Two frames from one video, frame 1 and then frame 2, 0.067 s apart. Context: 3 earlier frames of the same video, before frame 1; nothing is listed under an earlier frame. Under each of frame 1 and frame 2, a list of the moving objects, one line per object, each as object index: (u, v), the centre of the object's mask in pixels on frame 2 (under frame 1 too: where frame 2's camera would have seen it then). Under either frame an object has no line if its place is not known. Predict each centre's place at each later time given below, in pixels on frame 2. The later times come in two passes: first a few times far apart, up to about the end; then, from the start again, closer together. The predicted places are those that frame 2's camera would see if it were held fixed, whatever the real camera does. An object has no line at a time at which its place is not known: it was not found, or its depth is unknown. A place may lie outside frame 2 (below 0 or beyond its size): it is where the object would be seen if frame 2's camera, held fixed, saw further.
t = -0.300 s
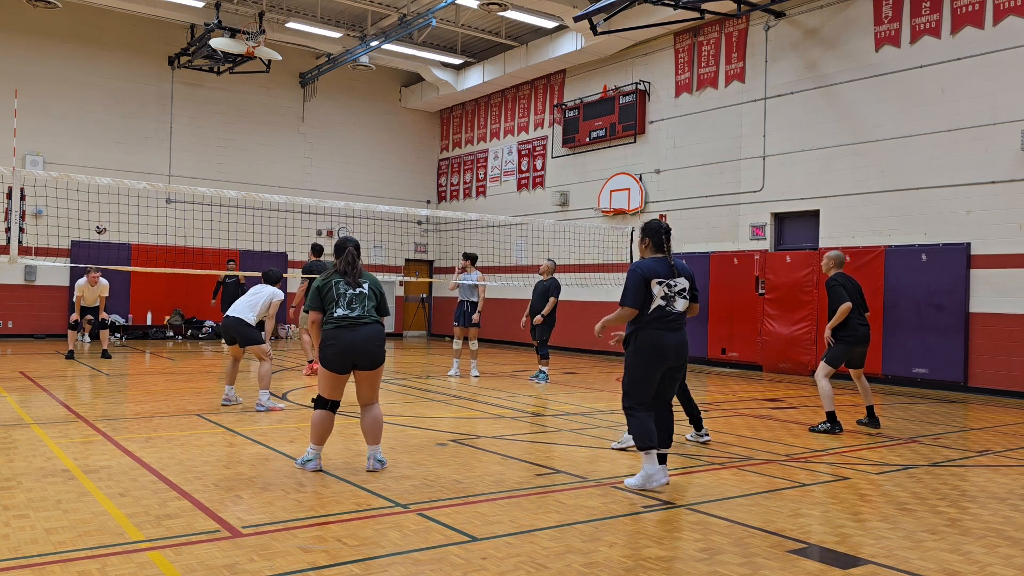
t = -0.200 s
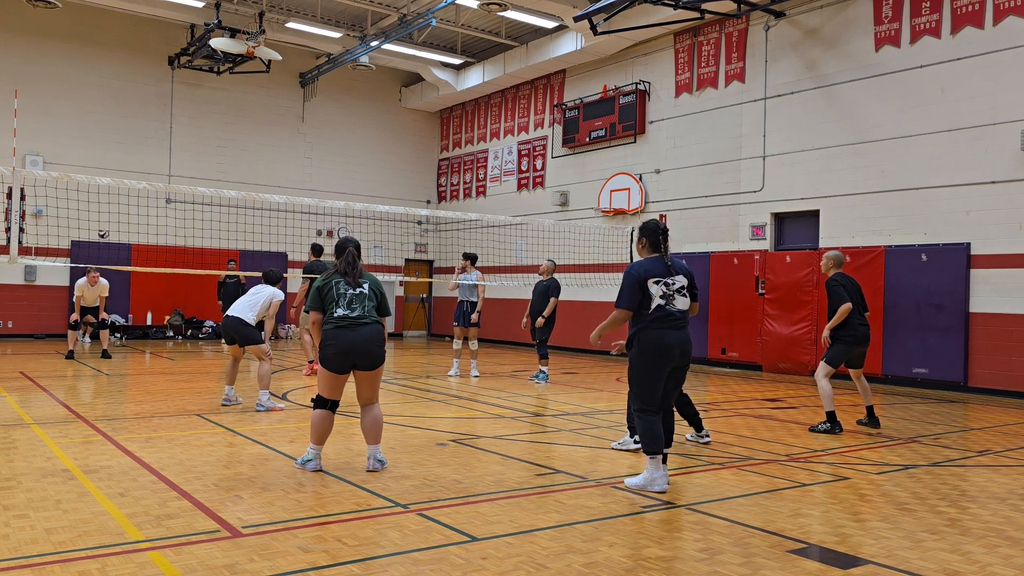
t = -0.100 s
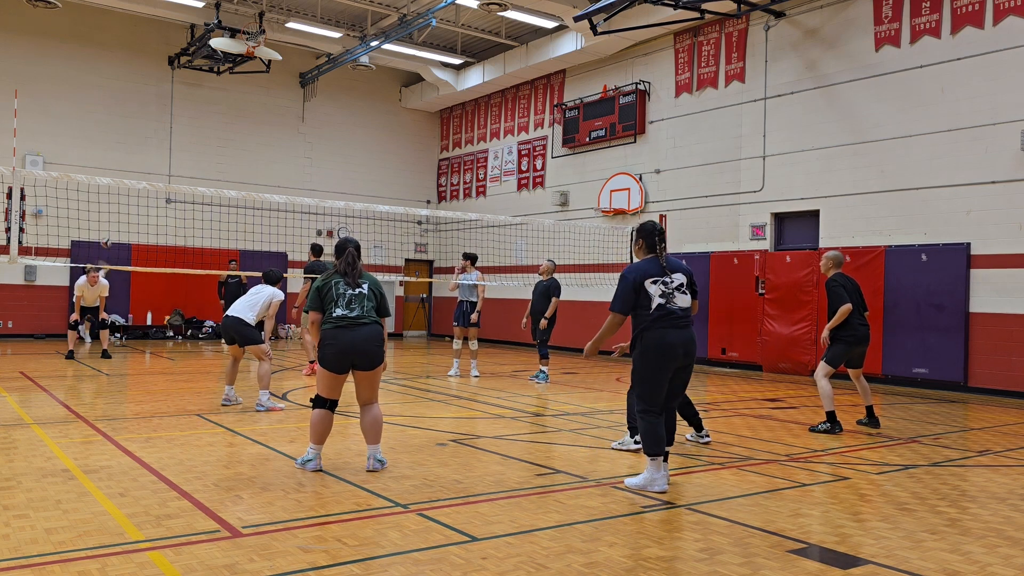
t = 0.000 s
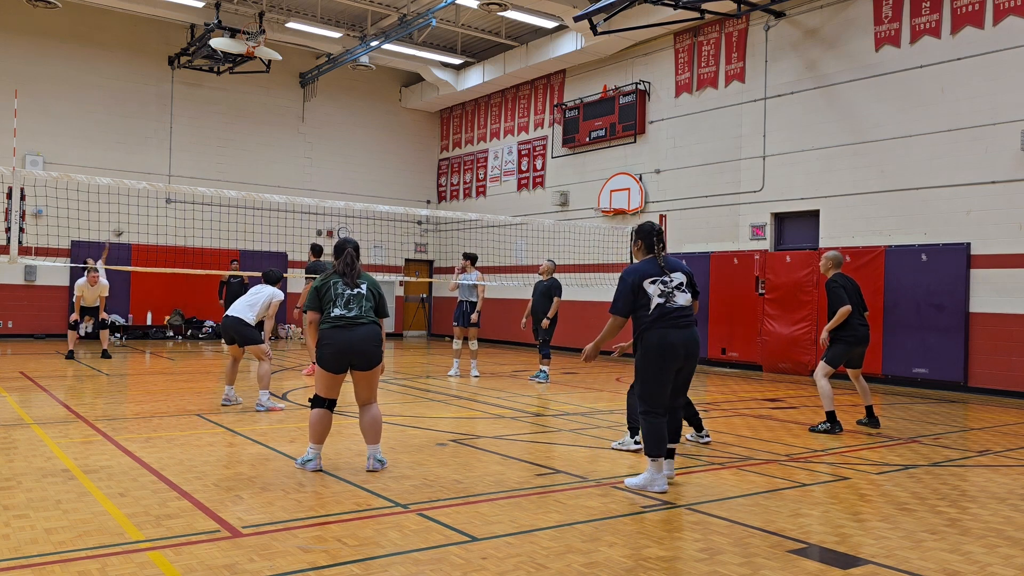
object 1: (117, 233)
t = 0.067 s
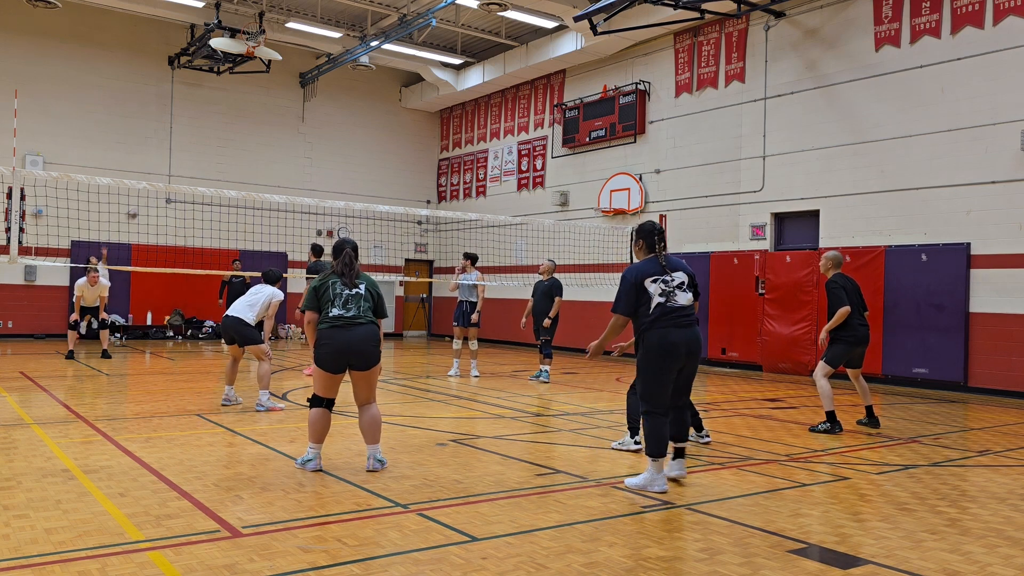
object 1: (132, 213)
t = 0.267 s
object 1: (178, 166)
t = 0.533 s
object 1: (262, 127)
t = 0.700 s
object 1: (327, 122)
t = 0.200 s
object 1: (163, 180)
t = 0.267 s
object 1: (178, 166)
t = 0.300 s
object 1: (188, 160)
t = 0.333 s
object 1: (198, 154)
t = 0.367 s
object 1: (207, 148)
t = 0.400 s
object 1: (217, 143)
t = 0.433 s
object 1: (227, 139)
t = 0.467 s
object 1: (239, 134)
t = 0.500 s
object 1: (251, 131)
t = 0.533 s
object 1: (262, 127)
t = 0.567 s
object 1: (275, 125)
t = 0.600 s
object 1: (288, 123)
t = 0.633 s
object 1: (300, 122)
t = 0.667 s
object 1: (312, 121)
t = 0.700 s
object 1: (327, 122)
